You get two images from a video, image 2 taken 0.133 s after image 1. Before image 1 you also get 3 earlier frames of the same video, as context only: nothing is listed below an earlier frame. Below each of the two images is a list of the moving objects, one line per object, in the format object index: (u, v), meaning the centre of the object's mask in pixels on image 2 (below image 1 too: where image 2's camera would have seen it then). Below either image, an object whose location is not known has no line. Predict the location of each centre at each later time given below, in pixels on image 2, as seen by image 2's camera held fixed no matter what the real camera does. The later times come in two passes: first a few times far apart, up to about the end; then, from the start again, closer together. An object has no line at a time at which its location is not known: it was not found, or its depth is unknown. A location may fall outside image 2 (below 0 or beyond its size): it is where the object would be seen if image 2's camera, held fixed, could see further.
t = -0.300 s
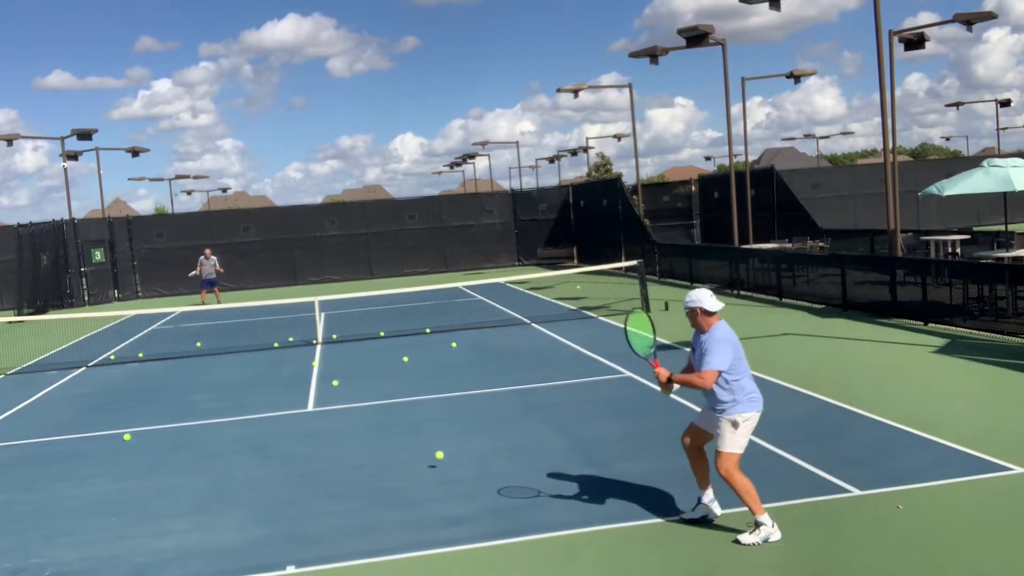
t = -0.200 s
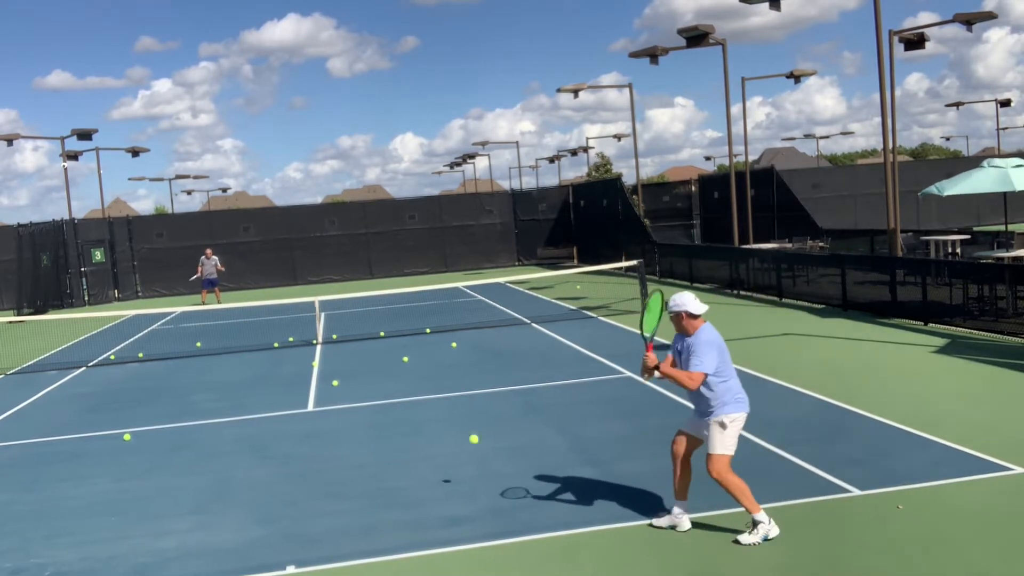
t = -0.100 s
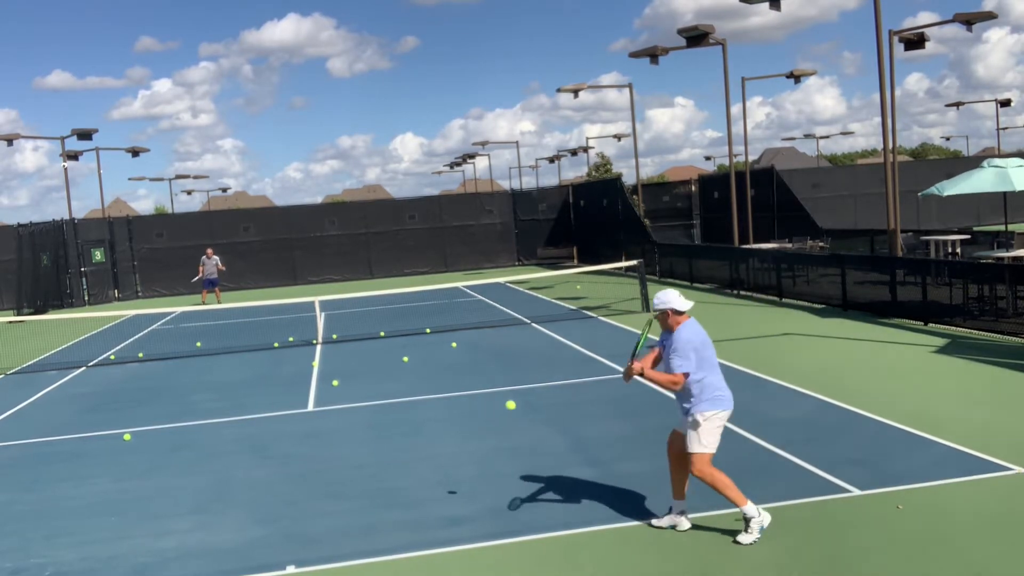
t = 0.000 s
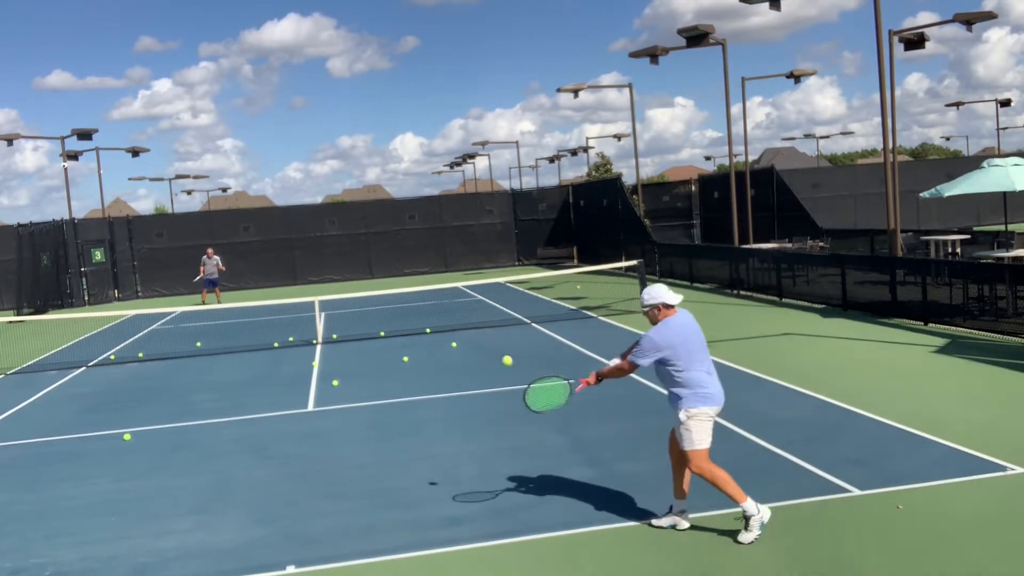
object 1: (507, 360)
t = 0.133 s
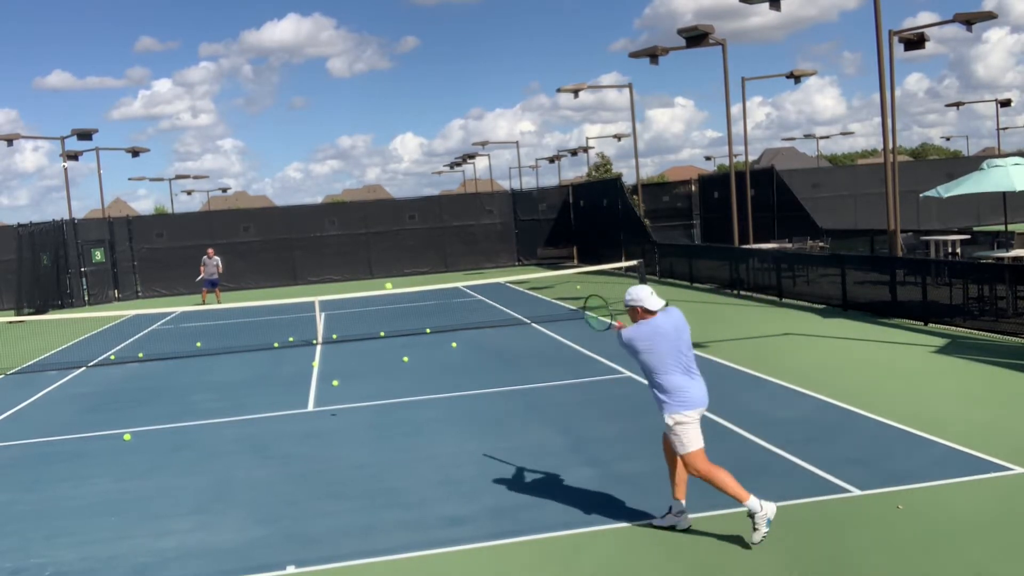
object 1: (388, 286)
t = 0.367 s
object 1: (293, 249)
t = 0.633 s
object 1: (239, 254)
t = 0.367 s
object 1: (293, 249)
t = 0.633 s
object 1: (239, 254)
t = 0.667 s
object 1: (234, 256)
